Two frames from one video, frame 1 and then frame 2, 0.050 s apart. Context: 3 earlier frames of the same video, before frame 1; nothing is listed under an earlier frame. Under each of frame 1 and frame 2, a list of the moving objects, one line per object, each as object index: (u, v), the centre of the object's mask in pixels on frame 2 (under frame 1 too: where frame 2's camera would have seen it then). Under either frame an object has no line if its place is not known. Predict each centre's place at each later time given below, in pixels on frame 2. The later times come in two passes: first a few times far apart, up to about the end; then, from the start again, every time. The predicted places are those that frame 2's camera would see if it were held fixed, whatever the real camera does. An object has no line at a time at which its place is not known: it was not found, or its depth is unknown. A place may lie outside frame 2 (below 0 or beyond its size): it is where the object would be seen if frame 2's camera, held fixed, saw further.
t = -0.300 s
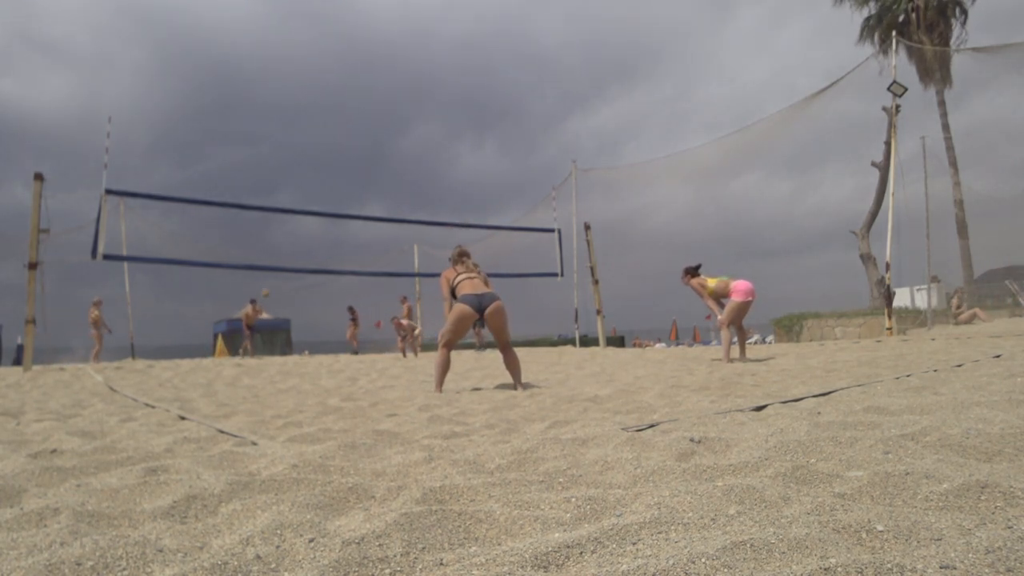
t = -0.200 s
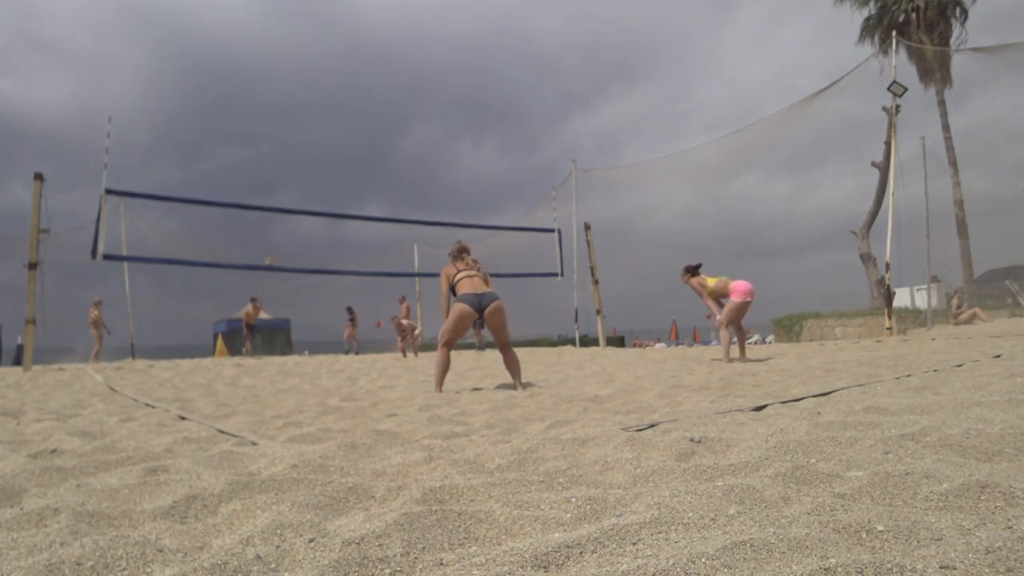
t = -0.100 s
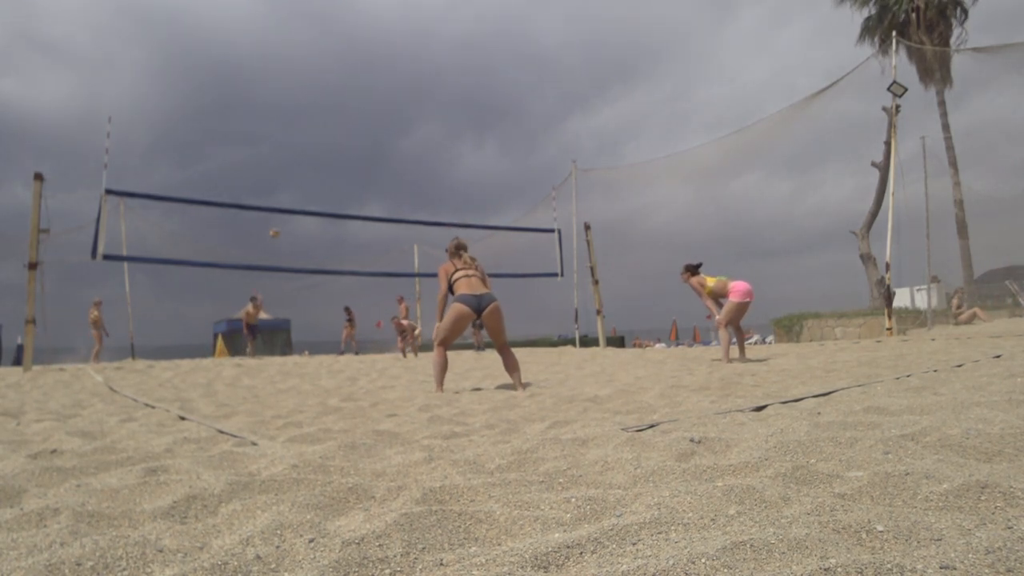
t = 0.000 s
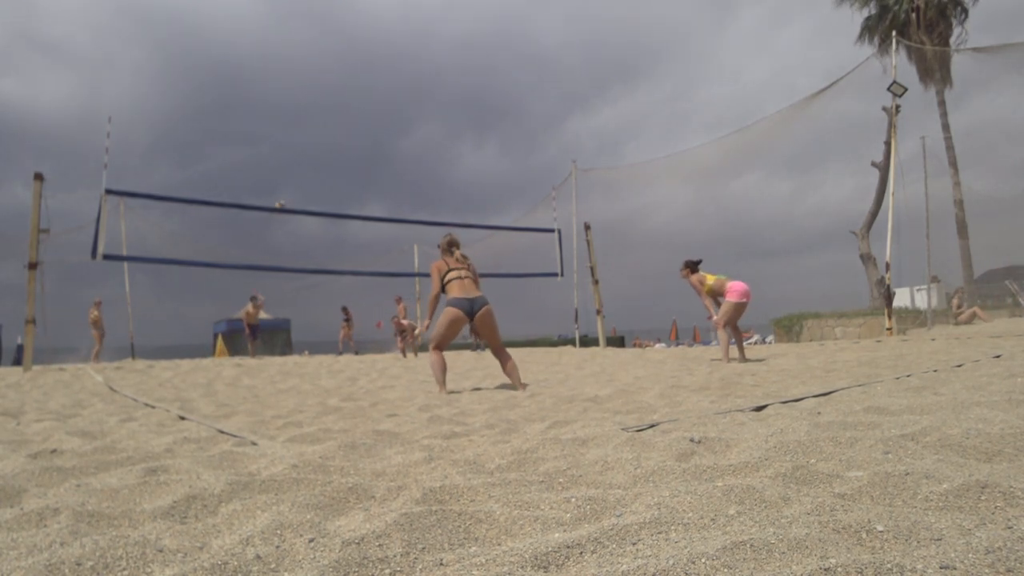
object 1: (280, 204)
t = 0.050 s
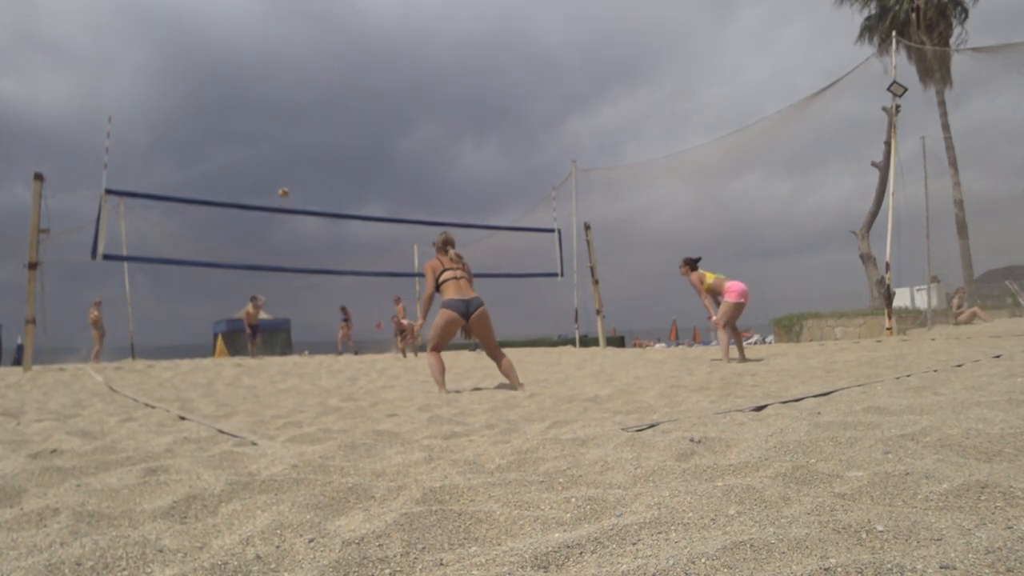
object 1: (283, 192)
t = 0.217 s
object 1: (293, 154)
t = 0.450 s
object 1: (312, 115)
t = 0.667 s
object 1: (331, 94)
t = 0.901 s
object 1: (359, 99)
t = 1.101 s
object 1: (392, 144)
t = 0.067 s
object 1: (284, 188)
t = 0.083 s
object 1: (285, 184)
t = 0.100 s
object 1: (286, 180)
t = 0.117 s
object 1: (287, 176)
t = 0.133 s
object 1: (288, 172)
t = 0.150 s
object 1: (289, 168)
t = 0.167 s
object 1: (290, 165)
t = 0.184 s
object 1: (291, 161)
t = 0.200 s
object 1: (292, 158)
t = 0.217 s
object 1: (293, 154)
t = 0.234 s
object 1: (294, 150)
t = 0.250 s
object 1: (296, 147)
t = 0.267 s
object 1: (297, 144)
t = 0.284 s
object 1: (299, 141)
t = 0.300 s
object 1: (300, 139)
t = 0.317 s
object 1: (301, 135)
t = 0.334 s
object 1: (302, 132)
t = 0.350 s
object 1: (303, 130)
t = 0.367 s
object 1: (304, 127)
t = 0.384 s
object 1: (306, 124)
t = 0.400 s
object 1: (308, 122)
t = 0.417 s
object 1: (309, 120)
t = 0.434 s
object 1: (311, 118)
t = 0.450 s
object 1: (312, 115)
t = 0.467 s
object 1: (314, 113)
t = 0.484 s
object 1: (315, 111)
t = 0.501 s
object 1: (316, 109)
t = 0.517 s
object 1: (318, 107)
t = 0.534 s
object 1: (320, 105)
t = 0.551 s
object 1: (321, 104)
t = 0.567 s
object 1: (322, 102)
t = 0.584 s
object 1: (324, 100)
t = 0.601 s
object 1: (325, 99)
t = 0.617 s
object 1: (327, 97)
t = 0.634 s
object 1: (328, 96)
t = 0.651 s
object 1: (330, 95)
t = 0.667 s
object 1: (331, 94)
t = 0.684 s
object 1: (333, 93)
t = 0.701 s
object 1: (334, 93)
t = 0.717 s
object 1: (336, 93)
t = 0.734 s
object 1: (338, 92)
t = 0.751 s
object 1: (340, 92)
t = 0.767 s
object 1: (342, 92)
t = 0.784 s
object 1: (344, 92)
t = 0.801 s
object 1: (346, 92)
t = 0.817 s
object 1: (348, 93)
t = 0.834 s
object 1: (350, 94)
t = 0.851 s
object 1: (352, 95)
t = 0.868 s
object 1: (354, 96)
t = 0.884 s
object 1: (357, 97)
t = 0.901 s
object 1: (359, 99)
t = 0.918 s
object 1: (362, 101)
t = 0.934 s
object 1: (364, 103)
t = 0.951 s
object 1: (367, 105)
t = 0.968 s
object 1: (369, 108)
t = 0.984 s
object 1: (372, 111)
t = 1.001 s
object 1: (374, 115)
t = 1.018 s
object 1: (377, 118)
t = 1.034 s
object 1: (380, 123)
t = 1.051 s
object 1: (383, 127)
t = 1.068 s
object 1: (386, 132)
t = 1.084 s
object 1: (389, 138)
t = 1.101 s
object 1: (392, 144)
